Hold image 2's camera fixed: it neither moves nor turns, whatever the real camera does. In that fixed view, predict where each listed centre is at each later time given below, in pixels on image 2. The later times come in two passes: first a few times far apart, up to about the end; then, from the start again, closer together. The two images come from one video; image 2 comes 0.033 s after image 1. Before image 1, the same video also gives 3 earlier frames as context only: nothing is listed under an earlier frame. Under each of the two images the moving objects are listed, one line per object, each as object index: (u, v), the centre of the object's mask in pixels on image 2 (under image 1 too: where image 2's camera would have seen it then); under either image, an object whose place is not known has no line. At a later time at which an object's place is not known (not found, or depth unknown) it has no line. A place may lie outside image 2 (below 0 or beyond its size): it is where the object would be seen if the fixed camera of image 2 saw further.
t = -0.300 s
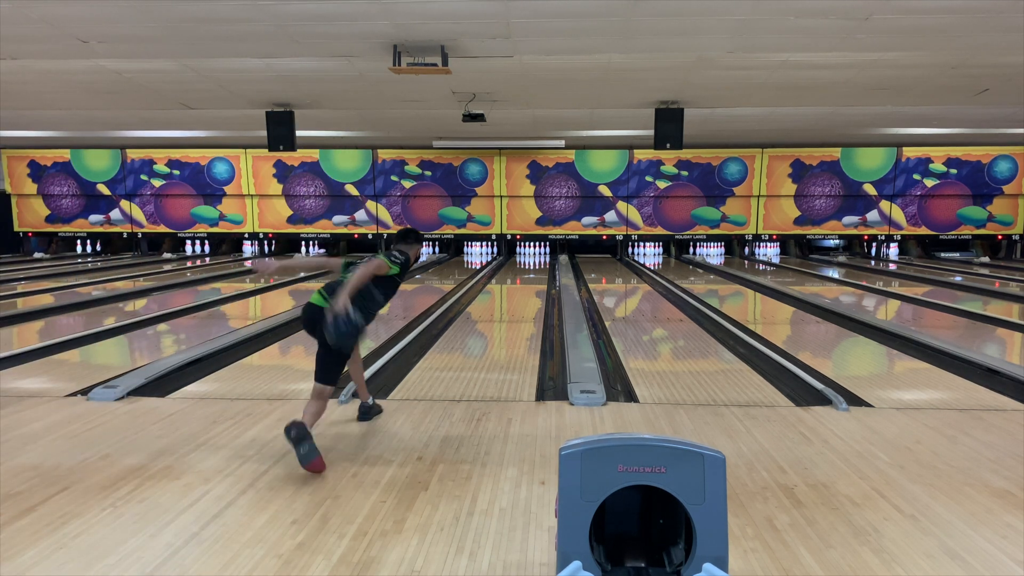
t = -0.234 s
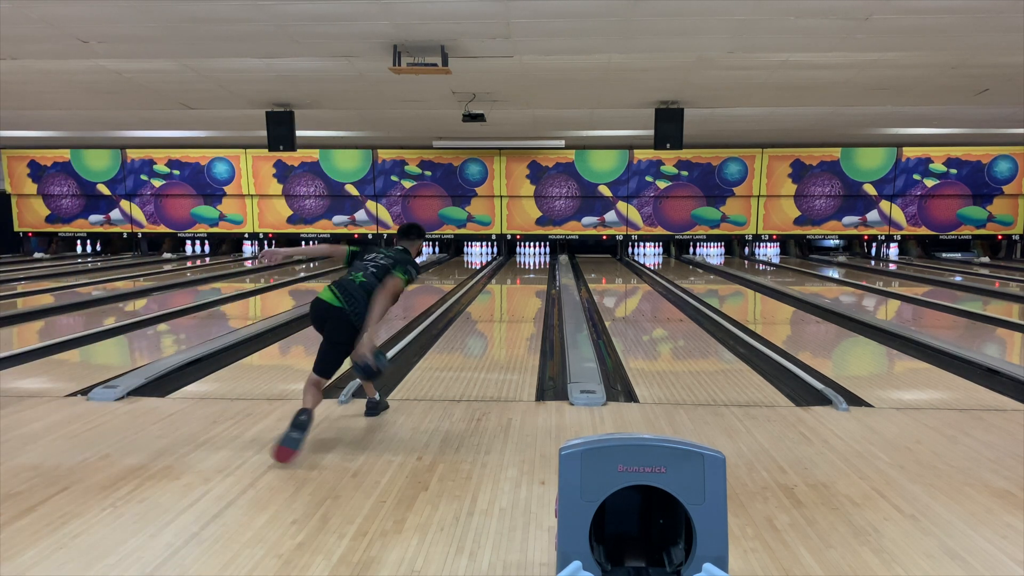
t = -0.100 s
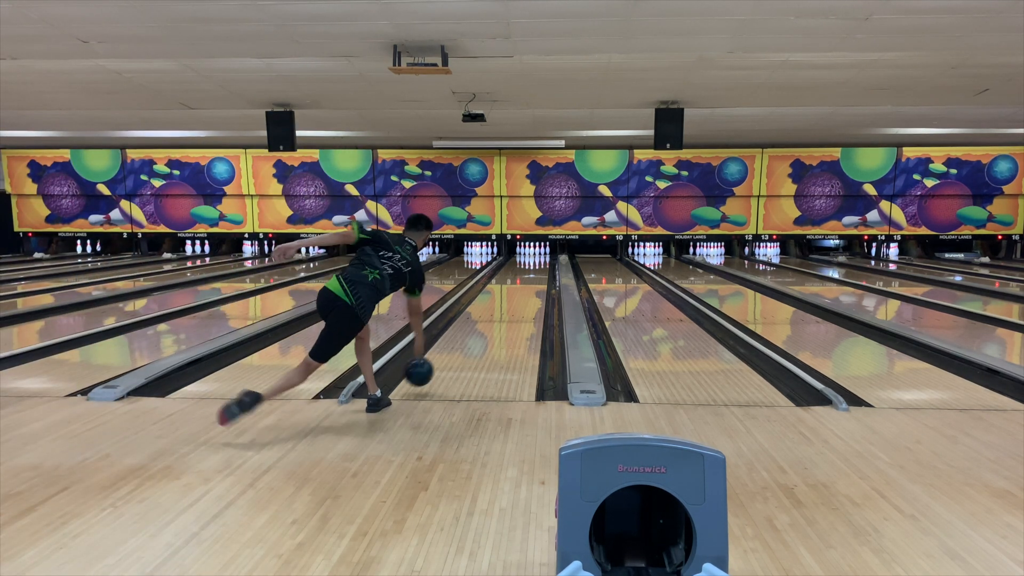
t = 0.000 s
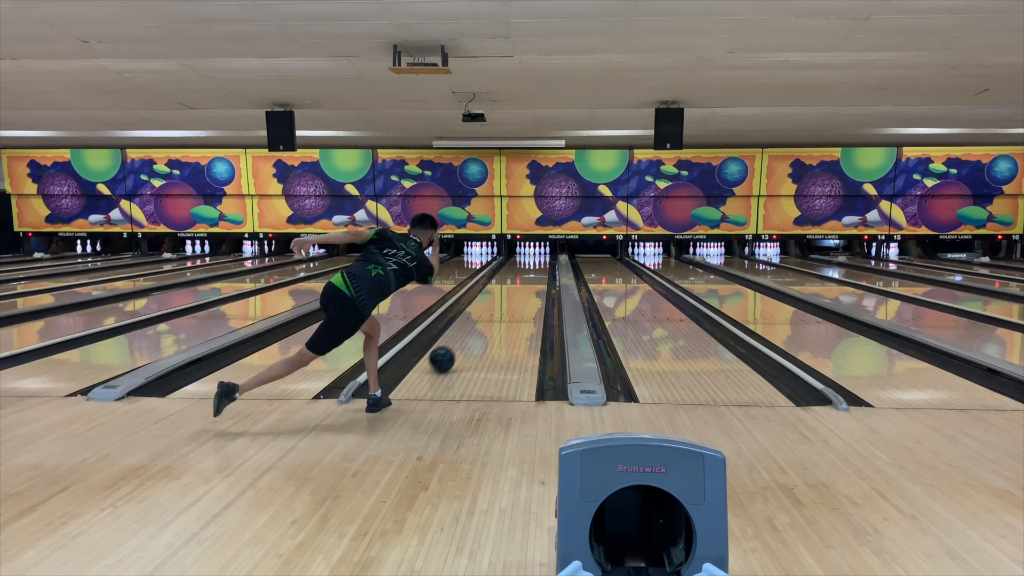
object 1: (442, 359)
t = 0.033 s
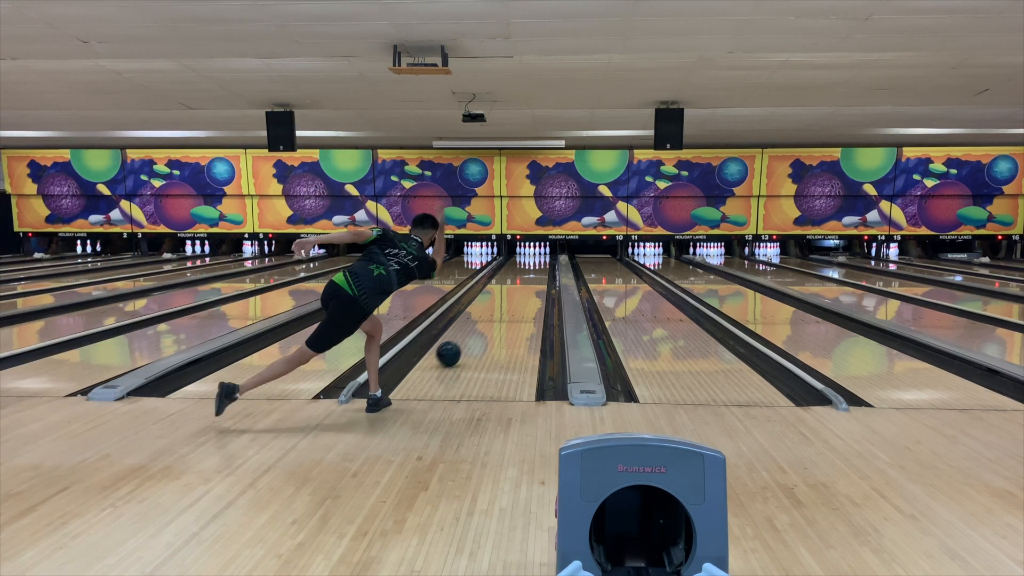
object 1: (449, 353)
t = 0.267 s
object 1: (483, 323)
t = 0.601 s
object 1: (512, 298)
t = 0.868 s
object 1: (526, 283)
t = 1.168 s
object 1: (537, 273)
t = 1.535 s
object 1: (544, 264)
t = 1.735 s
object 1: (545, 260)
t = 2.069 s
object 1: (540, 256)
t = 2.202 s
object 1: (538, 254)
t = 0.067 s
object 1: (455, 348)
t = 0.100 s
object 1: (460, 344)
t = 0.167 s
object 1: (471, 335)
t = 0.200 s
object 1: (475, 331)
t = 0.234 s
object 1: (479, 327)
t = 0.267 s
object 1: (483, 323)
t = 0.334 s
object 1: (491, 317)
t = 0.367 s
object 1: (493, 314)
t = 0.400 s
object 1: (497, 311)
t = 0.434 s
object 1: (500, 309)
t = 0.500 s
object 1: (505, 304)
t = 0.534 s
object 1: (507, 302)
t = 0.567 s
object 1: (510, 300)
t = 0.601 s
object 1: (512, 298)
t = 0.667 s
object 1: (516, 294)
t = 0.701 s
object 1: (518, 292)
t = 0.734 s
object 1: (520, 290)
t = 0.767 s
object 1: (521, 288)
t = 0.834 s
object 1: (525, 285)
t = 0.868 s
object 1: (526, 283)
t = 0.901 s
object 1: (527, 282)
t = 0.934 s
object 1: (529, 281)
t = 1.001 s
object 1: (531, 278)
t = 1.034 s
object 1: (532, 277)
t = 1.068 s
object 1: (534, 276)
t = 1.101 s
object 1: (535, 275)
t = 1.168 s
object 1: (537, 273)
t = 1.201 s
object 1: (538, 272)
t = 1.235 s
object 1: (539, 271)
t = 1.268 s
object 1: (540, 270)
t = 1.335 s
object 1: (541, 268)
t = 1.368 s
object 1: (542, 268)
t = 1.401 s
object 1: (542, 267)
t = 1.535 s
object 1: (544, 264)
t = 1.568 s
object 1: (544, 263)
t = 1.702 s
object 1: (545, 261)
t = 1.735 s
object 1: (545, 260)
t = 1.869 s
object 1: (544, 258)
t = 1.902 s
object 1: (543, 258)
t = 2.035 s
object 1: (541, 256)
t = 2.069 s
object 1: (540, 256)
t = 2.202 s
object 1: (538, 254)
